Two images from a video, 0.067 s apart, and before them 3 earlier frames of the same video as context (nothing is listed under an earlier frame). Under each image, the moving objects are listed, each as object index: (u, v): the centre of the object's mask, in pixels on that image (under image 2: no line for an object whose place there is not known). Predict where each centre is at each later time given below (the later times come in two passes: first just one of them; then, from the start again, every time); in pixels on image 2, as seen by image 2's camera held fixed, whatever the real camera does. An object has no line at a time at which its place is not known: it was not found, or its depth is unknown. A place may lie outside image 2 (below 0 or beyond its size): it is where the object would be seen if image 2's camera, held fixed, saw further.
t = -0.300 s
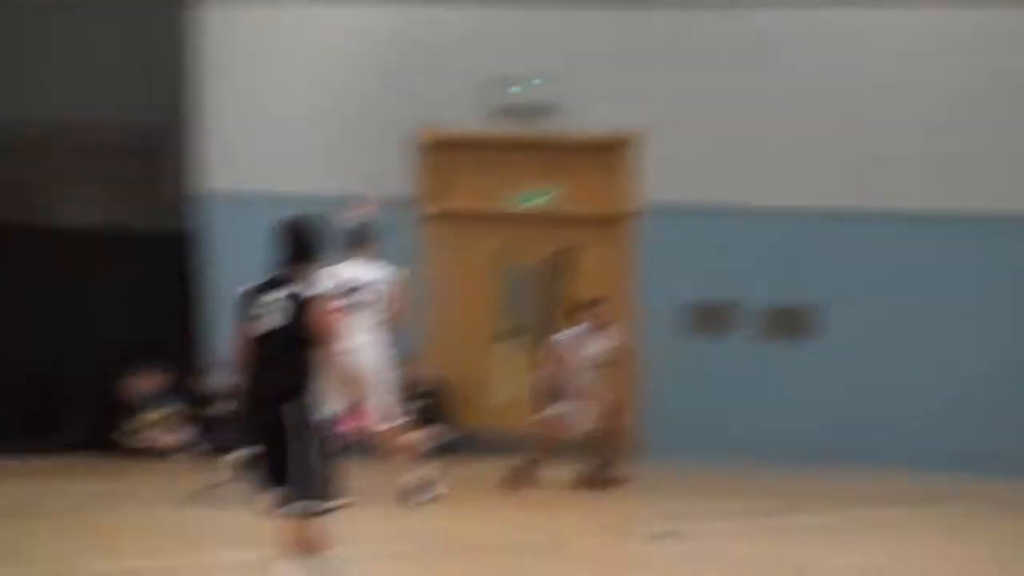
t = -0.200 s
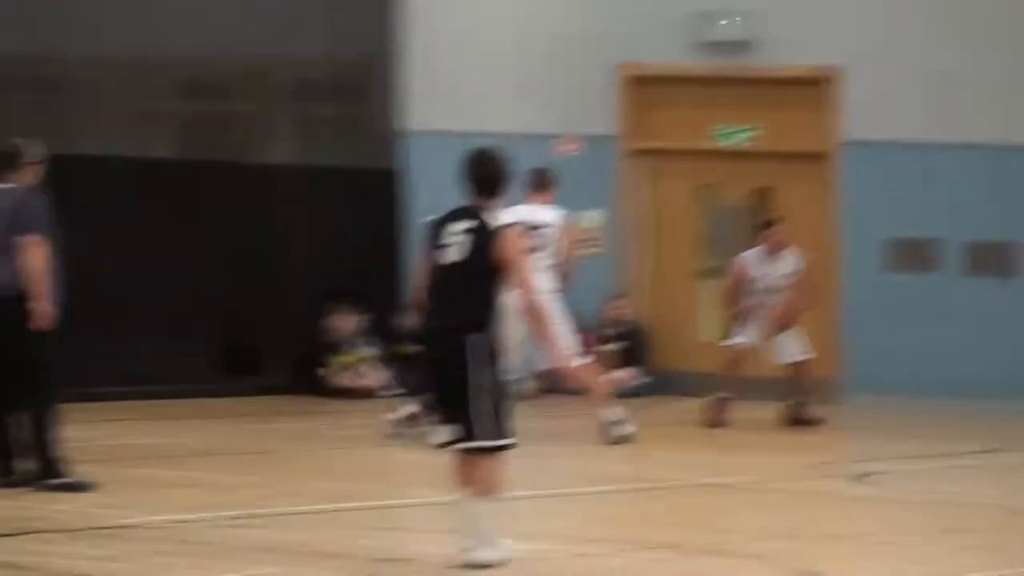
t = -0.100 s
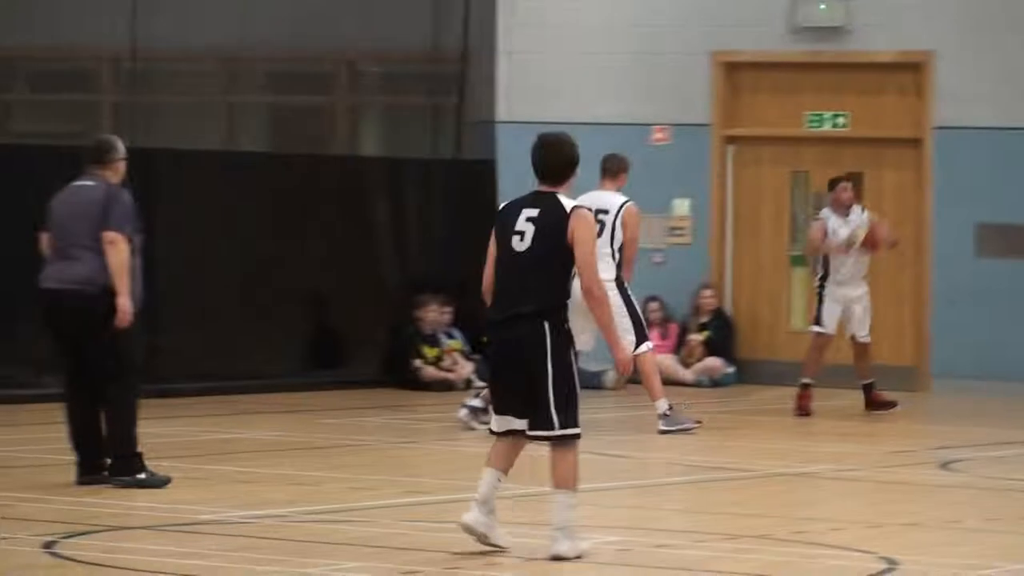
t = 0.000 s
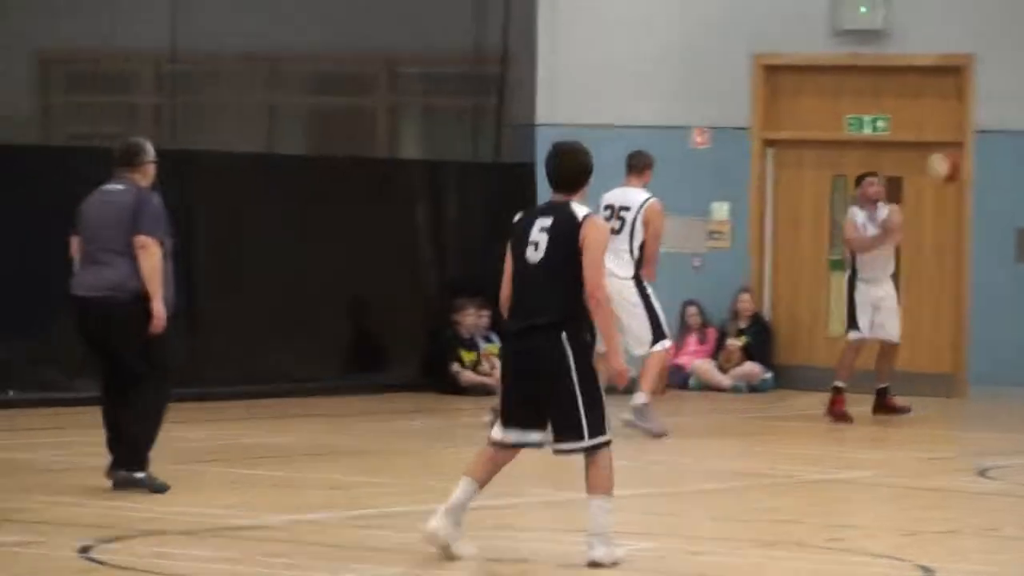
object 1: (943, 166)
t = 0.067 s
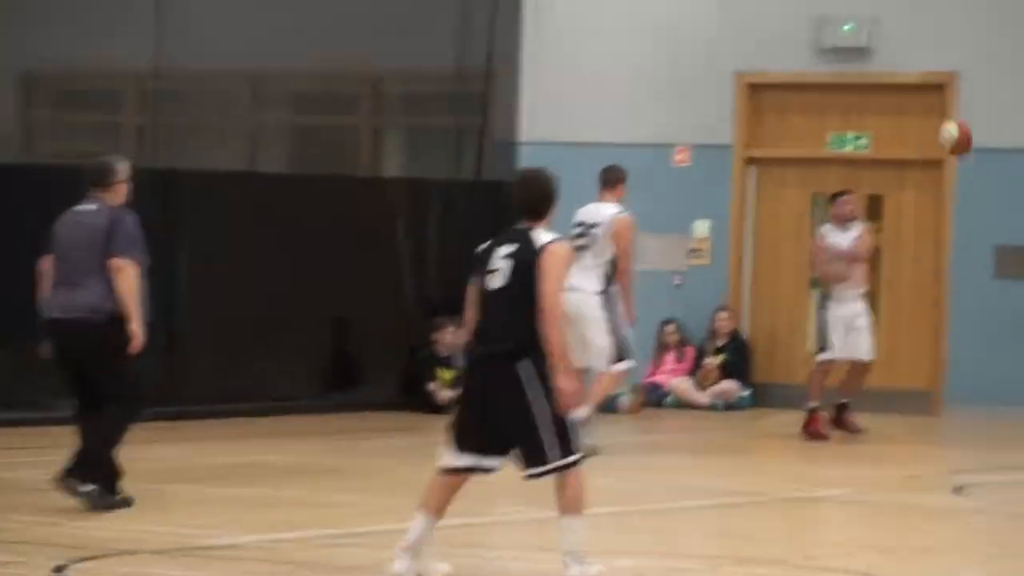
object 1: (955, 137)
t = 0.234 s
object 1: (1037, 40)
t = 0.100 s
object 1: (973, 115)
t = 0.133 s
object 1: (987, 94)
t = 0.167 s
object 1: (1002, 76)
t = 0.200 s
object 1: (1018, 57)
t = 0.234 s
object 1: (1037, 40)
